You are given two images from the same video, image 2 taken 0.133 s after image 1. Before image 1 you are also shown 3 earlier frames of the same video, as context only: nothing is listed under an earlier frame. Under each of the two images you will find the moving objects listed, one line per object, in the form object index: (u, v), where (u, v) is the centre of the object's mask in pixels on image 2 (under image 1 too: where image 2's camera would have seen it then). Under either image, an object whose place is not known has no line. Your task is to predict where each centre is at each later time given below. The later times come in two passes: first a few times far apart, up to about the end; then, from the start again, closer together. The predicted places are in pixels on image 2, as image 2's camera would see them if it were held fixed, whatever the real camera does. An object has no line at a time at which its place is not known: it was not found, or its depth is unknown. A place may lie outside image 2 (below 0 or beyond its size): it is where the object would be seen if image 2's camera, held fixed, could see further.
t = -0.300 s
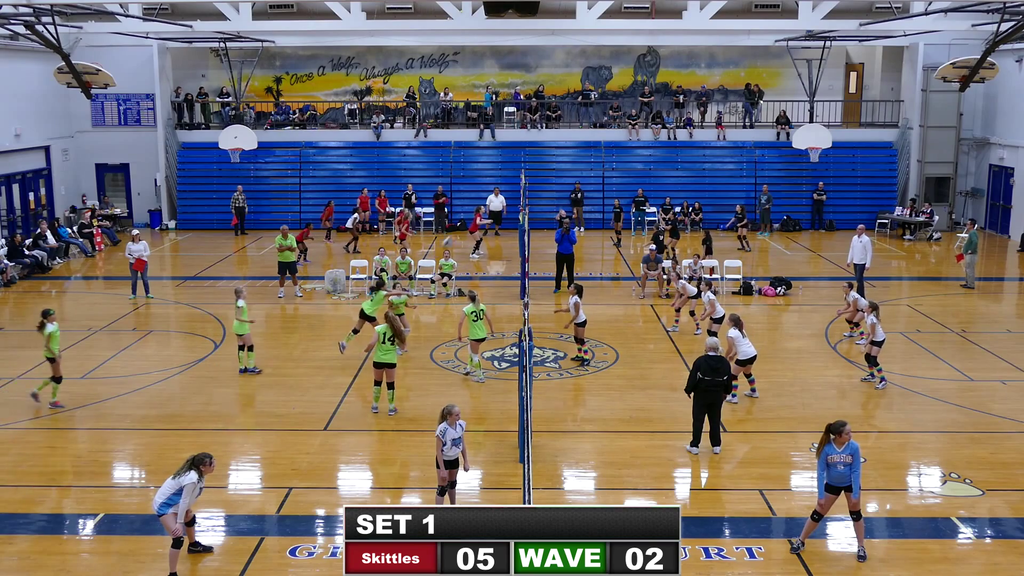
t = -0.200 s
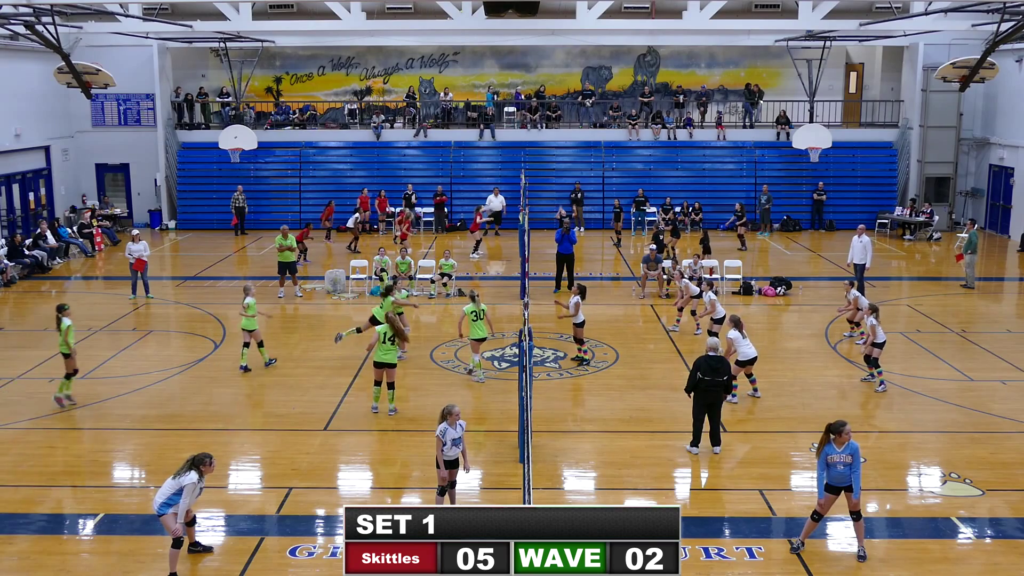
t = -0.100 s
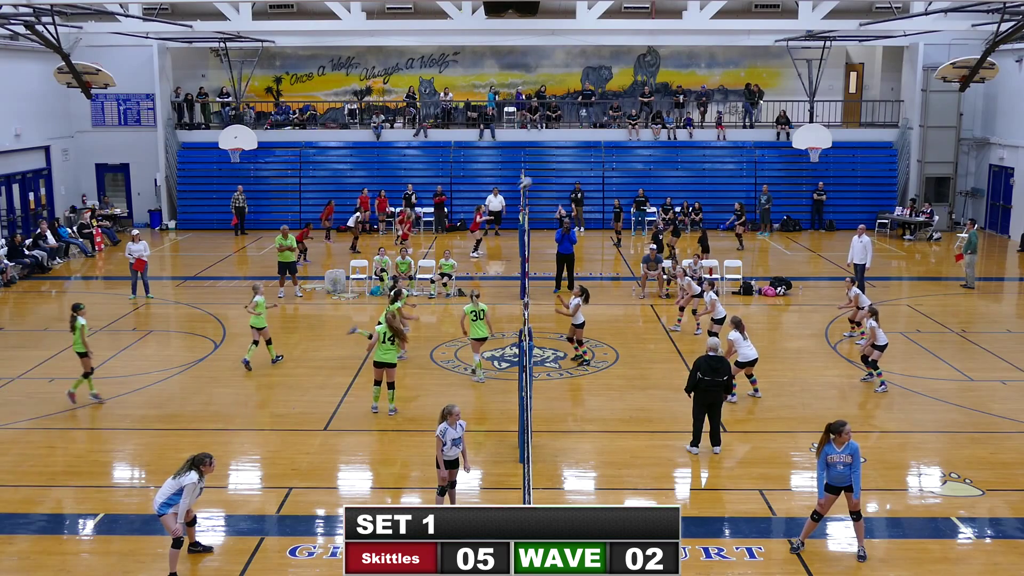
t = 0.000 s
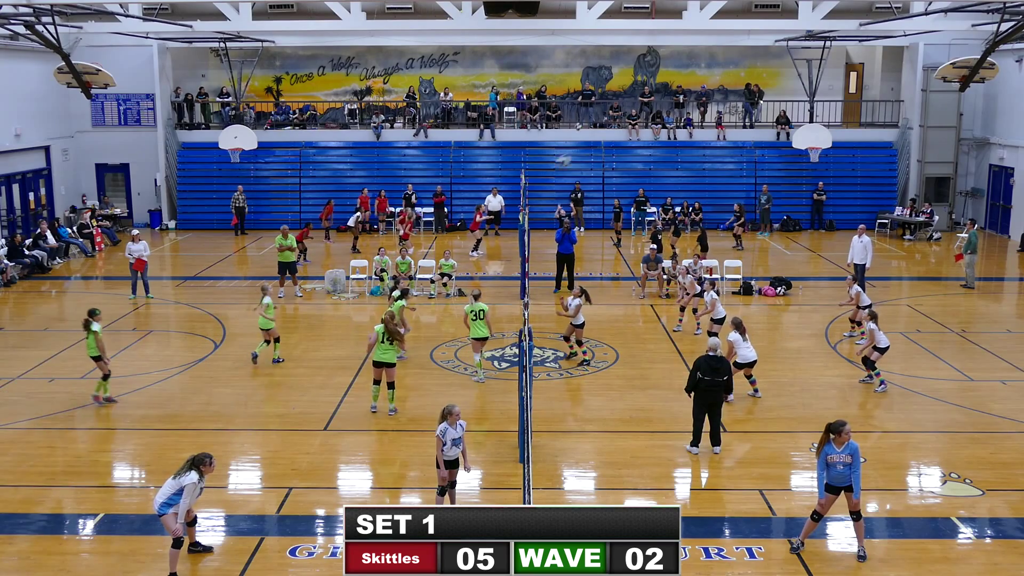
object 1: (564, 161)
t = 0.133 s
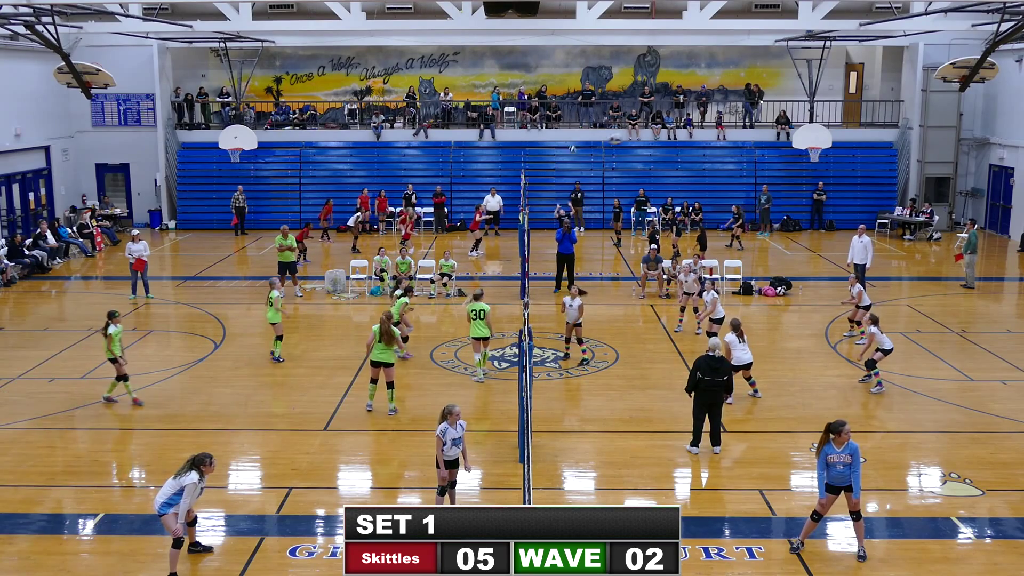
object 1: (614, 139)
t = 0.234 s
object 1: (653, 129)
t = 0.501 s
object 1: (751, 133)
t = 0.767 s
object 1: (843, 179)
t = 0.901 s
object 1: (886, 215)
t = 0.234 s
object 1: (653, 129)
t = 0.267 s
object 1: (666, 127)
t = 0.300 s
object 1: (677, 127)
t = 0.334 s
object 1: (689, 126)
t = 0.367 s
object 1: (702, 126)
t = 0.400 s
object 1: (713, 127)
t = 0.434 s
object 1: (727, 128)
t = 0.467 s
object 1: (739, 131)
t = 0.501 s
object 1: (751, 133)
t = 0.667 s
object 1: (808, 157)
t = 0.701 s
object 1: (821, 164)
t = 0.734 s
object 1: (832, 171)
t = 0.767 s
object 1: (843, 179)
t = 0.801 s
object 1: (855, 188)
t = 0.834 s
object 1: (865, 196)
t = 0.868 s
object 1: (876, 206)
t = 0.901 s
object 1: (886, 215)
